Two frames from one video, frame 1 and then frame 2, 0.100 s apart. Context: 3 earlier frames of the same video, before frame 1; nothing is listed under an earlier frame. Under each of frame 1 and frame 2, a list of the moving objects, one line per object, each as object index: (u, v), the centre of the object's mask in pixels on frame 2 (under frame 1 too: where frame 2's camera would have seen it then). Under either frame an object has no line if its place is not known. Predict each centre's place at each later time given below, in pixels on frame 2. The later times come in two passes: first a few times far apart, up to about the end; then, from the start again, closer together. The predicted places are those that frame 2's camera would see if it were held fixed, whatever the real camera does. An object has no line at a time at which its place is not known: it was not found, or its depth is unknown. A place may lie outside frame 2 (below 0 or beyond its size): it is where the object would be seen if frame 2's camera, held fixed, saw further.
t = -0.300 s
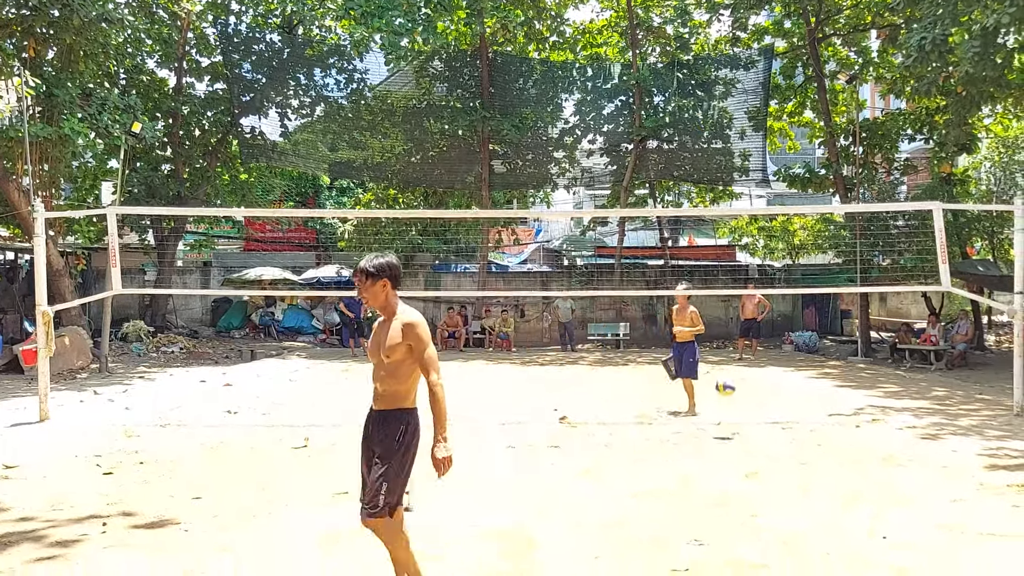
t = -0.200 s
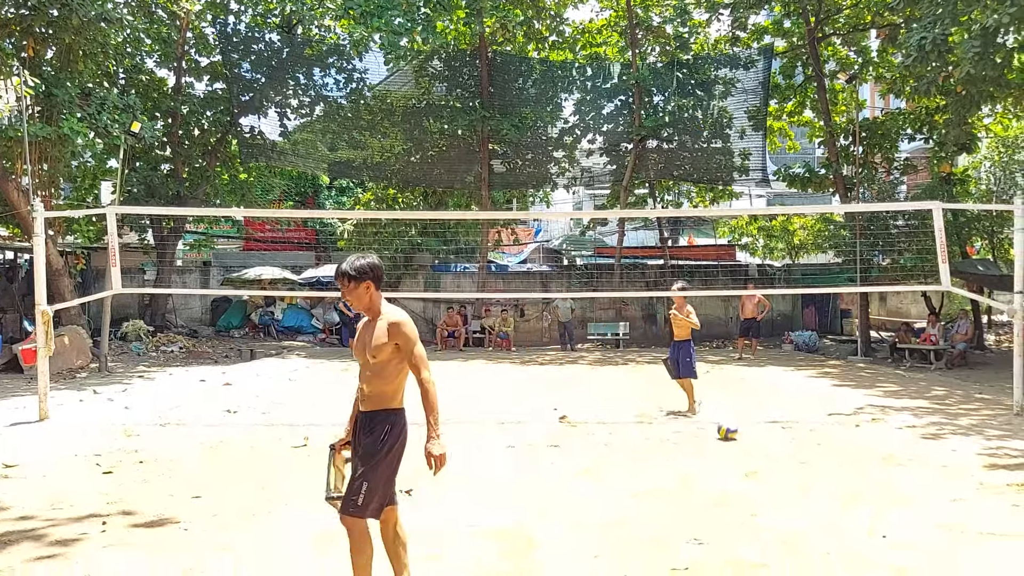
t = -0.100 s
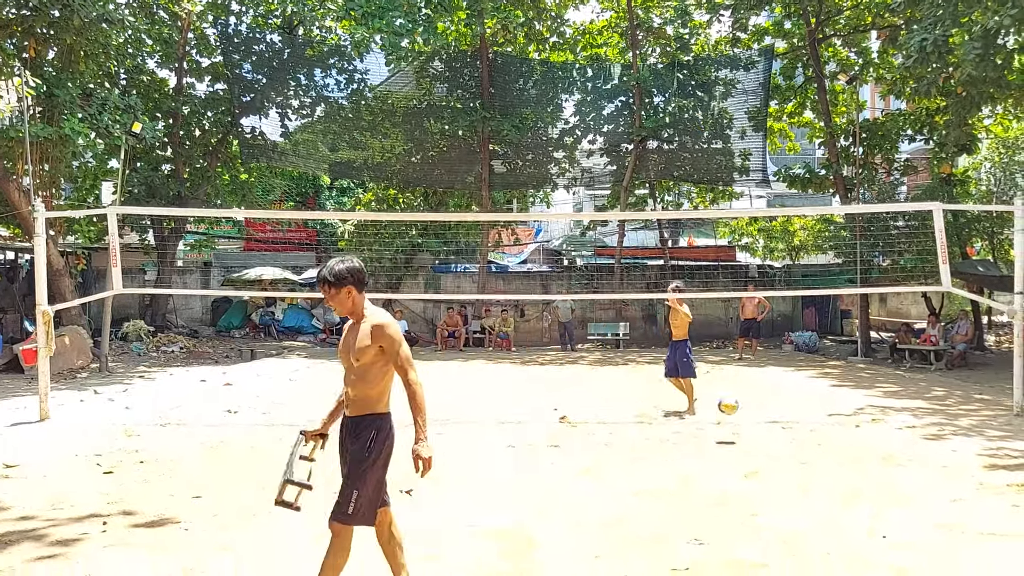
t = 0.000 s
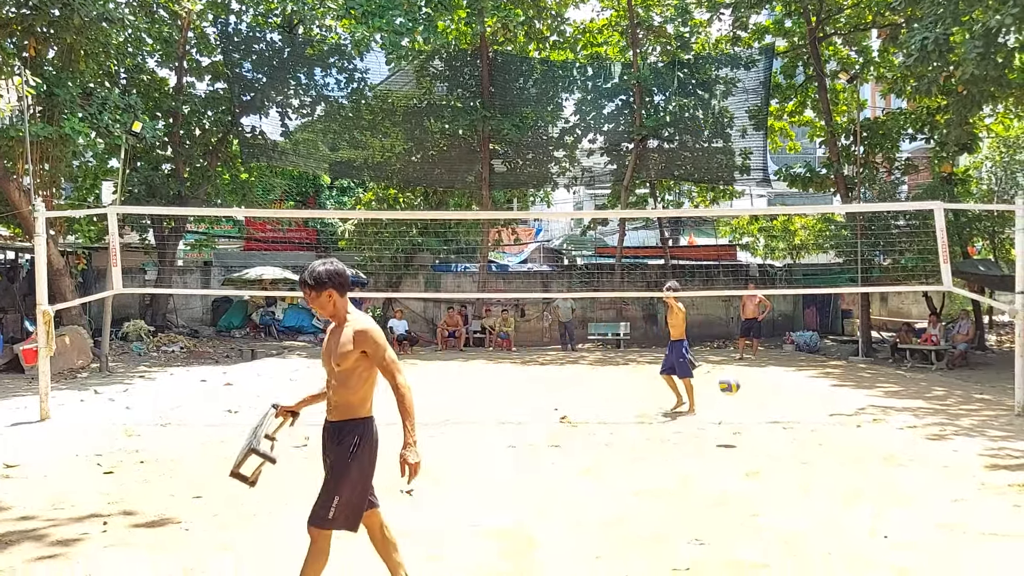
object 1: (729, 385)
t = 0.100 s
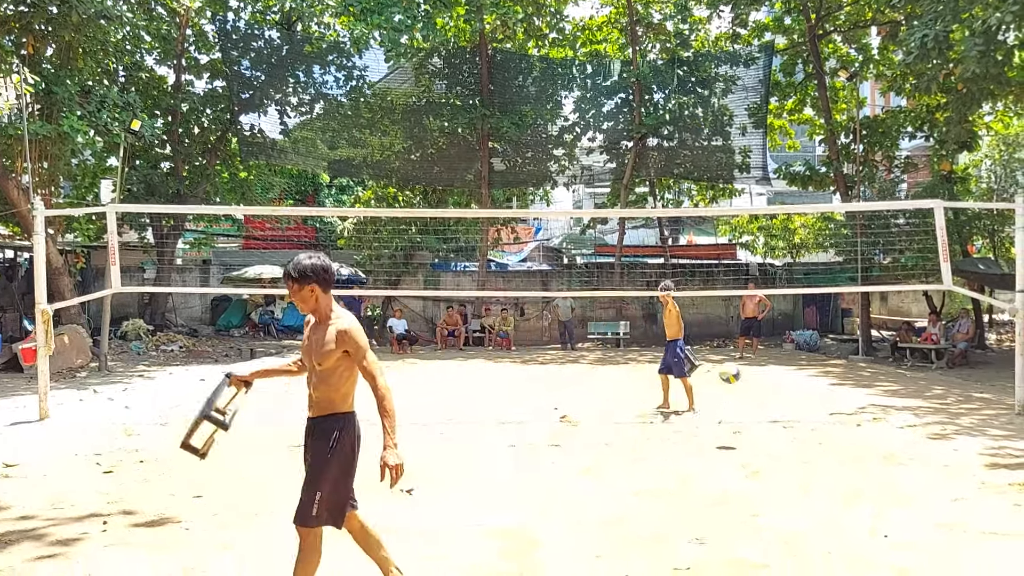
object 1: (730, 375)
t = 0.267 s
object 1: (731, 379)
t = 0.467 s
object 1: (733, 424)
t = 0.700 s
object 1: (732, 418)
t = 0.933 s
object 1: (731, 417)
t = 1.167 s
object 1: (730, 461)
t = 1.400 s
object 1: (731, 438)
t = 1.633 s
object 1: (734, 478)
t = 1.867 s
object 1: (740, 462)
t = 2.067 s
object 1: (746, 489)
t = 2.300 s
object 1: (758, 491)
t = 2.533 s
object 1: (768, 498)
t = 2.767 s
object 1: (781, 508)
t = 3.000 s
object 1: (797, 523)
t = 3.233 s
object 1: (813, 533)
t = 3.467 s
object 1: (826, 545)
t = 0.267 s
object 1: (731, 379)
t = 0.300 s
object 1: (731, 384)
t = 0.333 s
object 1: (732, 390)
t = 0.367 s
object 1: (733, 396)
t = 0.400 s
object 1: (733, 404)
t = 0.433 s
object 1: (734, 414)
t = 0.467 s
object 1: (733, 424)
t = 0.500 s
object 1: (733, 435)
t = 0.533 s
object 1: (735, 451)
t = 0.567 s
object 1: (735, 445)
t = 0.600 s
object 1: (733, 436)
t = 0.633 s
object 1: (733, 428)
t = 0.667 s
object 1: (732, 423)
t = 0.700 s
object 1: (732, 418)
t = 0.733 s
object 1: (732, 415)
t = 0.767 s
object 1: (732, 411)
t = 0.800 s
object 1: (732, 410)
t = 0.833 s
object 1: (731, 411)
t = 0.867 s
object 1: (730, 413)
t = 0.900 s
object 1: (731, 414)
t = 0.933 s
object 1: (731, 417)
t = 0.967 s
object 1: (732, 422)
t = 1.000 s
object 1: (731, 428)
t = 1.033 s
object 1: (730, 436)
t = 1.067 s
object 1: (729, 445)
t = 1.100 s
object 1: (730, 455)
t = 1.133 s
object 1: (730, 469)
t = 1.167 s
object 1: (730, 461)
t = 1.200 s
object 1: (730, 454)
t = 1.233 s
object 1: (730, 449)
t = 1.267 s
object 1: (730, 443)
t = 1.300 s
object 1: (731, 440)
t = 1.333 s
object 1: (731, 438)
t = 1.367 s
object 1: (732, 438)
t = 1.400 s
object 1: (731, 438)
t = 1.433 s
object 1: (731, 442)
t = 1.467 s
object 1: (731, 445)
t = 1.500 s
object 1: (733, 447)
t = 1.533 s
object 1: (732, 458)
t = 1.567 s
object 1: (734, 465)
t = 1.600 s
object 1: (733, 475)
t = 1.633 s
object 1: (734, 478)
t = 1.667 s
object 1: (735, 471)
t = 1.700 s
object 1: (737, 467)
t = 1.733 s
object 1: (738, 464)
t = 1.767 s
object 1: (739, 461)
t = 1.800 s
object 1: (739, 460)
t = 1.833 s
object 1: (740, 460)
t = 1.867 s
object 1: (740, 462)
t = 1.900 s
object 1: (742, 465)
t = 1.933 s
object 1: (743, 470)
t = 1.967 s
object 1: (745, 476)
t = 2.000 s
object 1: (746, 485)
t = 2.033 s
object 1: (746, 494)
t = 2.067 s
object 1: (746, 489)
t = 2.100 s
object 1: (749, 484)
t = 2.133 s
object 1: (750, 482)
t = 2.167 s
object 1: (752, 478)
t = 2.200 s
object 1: (753, 479)
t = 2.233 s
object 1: (754, 482)
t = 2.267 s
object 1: (756, 486)
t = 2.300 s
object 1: (758, 491)
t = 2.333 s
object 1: (759, 499)
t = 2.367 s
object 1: (760, 506)
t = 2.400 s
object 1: (761, 502)
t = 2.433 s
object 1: (763, 499)
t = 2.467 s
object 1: (764, 496)
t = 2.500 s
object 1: (765, 496)
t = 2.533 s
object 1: (768, 498)
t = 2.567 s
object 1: (770, 501)
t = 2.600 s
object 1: (771, 505)
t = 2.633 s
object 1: (773, 513)
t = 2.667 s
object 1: (774, 516)
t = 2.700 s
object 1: (775, 512)
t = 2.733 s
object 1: (778, 509)
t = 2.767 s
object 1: (781, 508)
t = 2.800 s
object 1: (783, 508)
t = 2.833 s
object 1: (785, 513)
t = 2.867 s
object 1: (788, 519)
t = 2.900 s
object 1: (790, 527)
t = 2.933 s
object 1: (793, 525)
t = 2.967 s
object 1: (795, 523)
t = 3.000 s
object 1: (797, 523)
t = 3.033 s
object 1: (799, 521)
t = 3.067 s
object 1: (802, 524)
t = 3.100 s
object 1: (805, 531)
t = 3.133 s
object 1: (807, 534)
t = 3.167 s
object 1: (809, 533)
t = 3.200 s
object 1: (811, 533)
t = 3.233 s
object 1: (813, 533)
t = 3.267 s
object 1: (815, 537)
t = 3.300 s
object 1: (817, 543)
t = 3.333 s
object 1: (818, 542)
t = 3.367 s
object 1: (820, 541)
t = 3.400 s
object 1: (823, 543)
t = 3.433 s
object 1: (824, 547)
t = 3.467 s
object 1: (826, 545)
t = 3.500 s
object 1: (828, 548)
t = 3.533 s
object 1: (830, 552)
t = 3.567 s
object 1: (831, 553)
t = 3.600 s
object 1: (833, 553)
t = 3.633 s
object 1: (835, 553)
